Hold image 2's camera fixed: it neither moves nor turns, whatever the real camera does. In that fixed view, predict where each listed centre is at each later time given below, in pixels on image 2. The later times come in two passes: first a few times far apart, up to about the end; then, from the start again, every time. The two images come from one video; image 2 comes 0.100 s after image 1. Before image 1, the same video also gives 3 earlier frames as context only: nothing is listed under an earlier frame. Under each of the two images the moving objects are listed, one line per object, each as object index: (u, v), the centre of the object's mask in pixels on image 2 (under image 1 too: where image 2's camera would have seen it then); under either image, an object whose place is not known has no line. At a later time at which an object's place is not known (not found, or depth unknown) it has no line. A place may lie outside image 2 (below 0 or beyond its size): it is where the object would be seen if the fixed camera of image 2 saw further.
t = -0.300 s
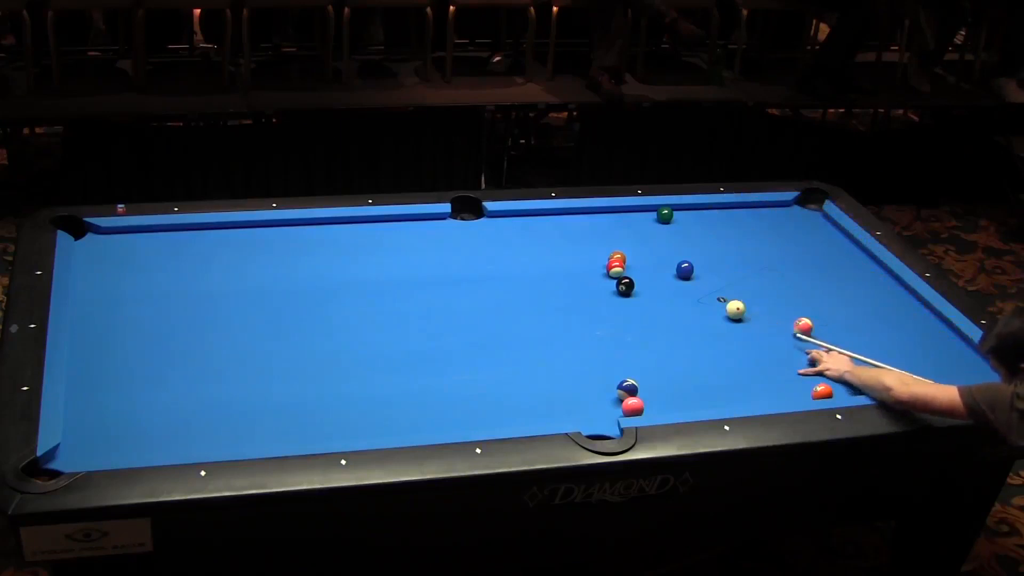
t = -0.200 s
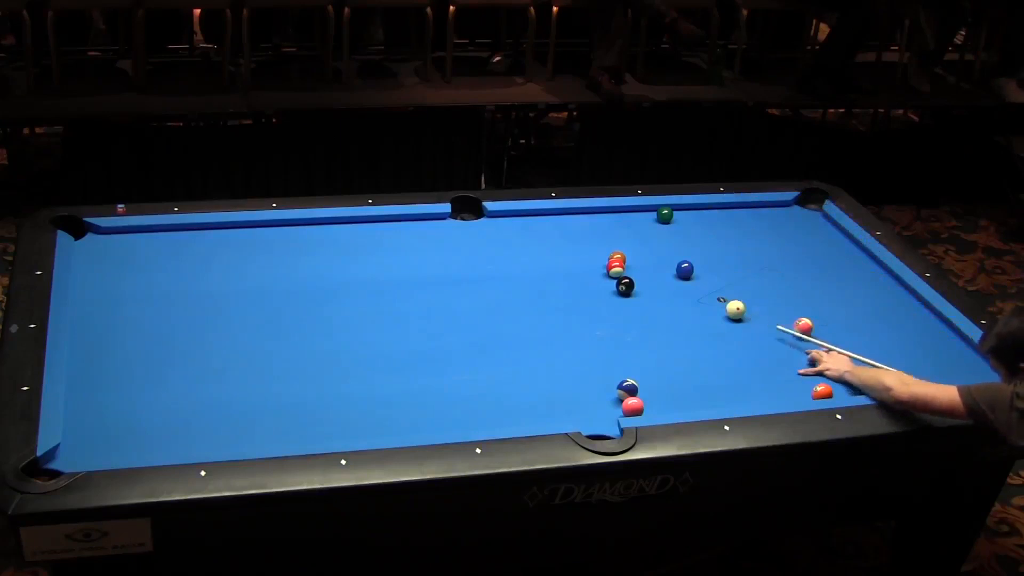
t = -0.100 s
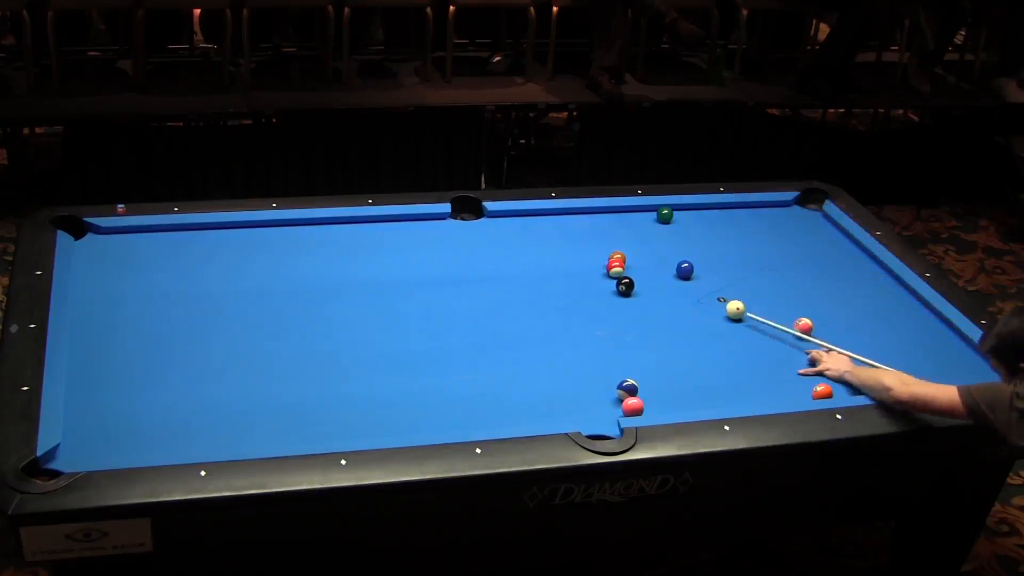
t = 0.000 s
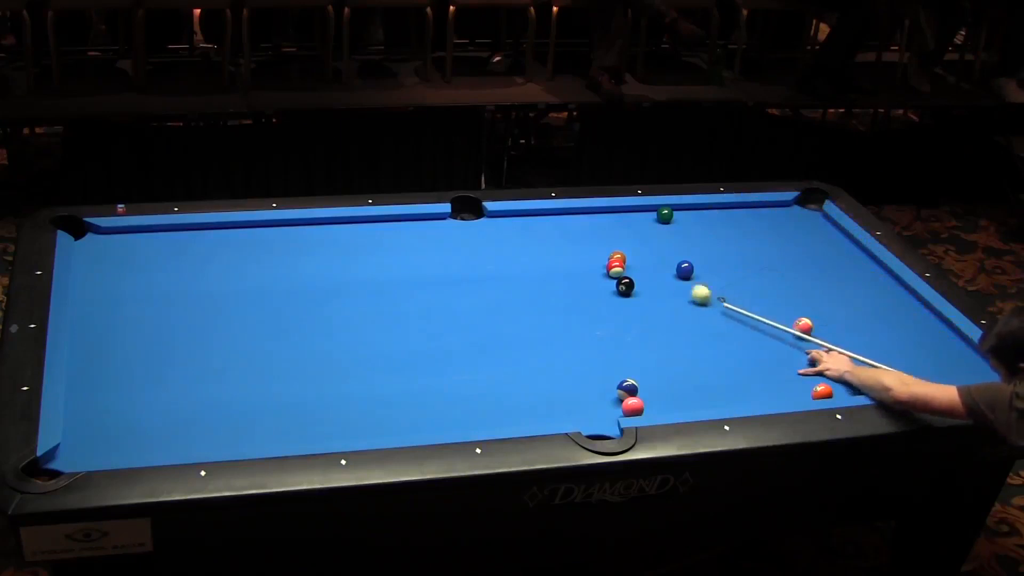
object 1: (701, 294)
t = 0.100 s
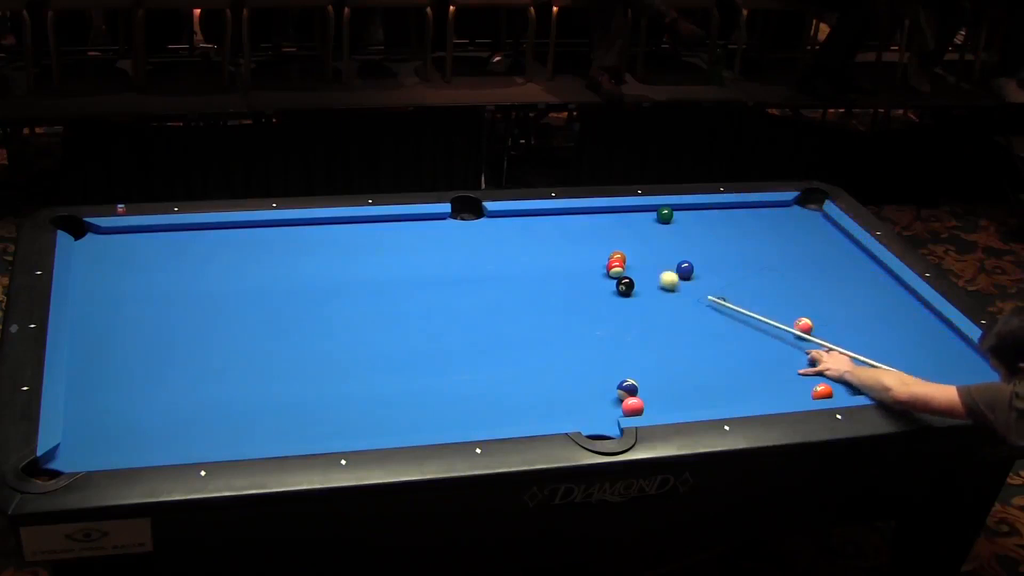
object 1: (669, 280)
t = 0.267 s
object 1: (634, 264)
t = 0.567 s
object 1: (624, 250)
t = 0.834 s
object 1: (614, 239)
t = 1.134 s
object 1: (605, 228)
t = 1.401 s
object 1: (597, 219)
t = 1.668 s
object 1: (590, 213)
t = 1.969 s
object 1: (593, 217)
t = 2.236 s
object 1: (595, 221)
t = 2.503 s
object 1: (596, 224)
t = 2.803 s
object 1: (598, 227)
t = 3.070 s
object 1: (598, 228)
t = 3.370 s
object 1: (598, 229)
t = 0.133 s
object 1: (660, 276)
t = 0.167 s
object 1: (650, 272)
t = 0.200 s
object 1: (641, 268)
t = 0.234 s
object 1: (634, 265)
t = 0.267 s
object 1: (634, 264)
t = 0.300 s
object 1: (634, 263)
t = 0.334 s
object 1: (633, 261)
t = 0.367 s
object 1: (632, 259)
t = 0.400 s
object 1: (631, 258)
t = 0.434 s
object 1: (629, 256)
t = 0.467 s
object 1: (628, 255)
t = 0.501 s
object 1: (627, 253)
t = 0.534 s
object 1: (626, 252)
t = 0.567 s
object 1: (624, 250)
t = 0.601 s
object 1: (623, 249)
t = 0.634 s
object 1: (622, 247)
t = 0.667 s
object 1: (620, 246)
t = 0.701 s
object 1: (619, 245)
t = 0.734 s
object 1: (618, 243)
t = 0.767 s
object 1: (617, 242)
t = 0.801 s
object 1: (616, 241)
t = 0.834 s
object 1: (614, 239)
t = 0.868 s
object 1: (613, 238)
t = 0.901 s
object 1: (612, 237)
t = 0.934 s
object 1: (611, 235)
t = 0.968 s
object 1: (610, 234)
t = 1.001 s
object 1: (609, 233)
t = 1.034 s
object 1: (608, 232)
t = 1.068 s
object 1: (607, 230)
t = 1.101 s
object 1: (606, 229)
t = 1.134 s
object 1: (605, 228)
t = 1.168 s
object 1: (604, 227)
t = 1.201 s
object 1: (603, 226)
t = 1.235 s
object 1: (602, 225)
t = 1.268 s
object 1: (601, 224)
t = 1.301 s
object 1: (600, 222)
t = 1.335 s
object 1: (599, 221)
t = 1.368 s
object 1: (598, 220)
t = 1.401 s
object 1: (597, 219)
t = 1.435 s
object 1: (596, 218)
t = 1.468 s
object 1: (595, 217)
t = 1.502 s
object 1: (594, 216)
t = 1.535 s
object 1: (593, 215)
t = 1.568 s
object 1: (592, 214)
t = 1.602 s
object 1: (591, 213)
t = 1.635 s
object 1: (590, 212)
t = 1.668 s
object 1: (590, 213)
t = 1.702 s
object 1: (590, 213)
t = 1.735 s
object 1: (591, 213)
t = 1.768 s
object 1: (591, 214)
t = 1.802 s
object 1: (592, 215)
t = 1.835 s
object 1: (592, 215)
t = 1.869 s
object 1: (592, 216)
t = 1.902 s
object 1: (593, 216)
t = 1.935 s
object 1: (593, 216)
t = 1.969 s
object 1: (593, 217)
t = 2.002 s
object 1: (593, 217)
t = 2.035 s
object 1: (594, 218)
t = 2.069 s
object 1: (594, 219)
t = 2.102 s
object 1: (594, 219)
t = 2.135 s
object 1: (594, 219)
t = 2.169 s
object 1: (595, 220)
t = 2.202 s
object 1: (595, 220)
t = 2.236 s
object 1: (595, 221)
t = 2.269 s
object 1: (595, 221)
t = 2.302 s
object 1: (595, 222)
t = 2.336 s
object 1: (595, 222)
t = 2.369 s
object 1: (596, 222)
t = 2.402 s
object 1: (596, 223)
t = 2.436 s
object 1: (596, 223)
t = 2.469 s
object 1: (596, 224)
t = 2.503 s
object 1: (596, 224)
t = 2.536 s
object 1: (597, 224)
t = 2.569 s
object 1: (597, 225)
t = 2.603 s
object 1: (597, 225)
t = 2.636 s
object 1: (597, 225)
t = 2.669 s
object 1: (597, 226)
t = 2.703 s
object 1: (597, 226)
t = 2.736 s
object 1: (598, 226)
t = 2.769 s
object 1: (598, 227)
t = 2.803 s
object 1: (598, 227)
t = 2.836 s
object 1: (598, 227)
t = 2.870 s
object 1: (598, 227)
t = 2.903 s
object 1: (598, 227)
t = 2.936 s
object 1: (598, 228)
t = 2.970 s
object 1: (598, 228)
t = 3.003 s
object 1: (598, 228)
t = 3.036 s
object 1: (598, 228)
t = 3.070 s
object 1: (598, 228)
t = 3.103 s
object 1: (598, 228)
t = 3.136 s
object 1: (598, 229)
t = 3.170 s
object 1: (598, 229)
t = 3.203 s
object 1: (598, 229)
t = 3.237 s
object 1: (598, 229)
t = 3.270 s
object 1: (598, 229)
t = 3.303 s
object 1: (598, 229)
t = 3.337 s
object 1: (598, 229)
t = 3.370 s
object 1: (598, 229)
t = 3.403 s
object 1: (598, 229)
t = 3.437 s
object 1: (598, 229)
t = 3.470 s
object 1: (598, 229)
